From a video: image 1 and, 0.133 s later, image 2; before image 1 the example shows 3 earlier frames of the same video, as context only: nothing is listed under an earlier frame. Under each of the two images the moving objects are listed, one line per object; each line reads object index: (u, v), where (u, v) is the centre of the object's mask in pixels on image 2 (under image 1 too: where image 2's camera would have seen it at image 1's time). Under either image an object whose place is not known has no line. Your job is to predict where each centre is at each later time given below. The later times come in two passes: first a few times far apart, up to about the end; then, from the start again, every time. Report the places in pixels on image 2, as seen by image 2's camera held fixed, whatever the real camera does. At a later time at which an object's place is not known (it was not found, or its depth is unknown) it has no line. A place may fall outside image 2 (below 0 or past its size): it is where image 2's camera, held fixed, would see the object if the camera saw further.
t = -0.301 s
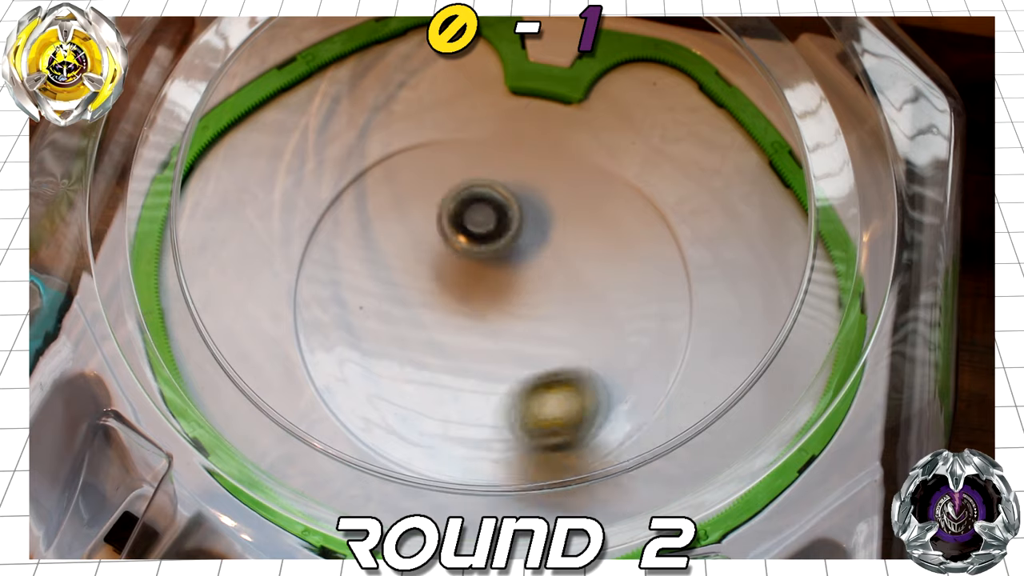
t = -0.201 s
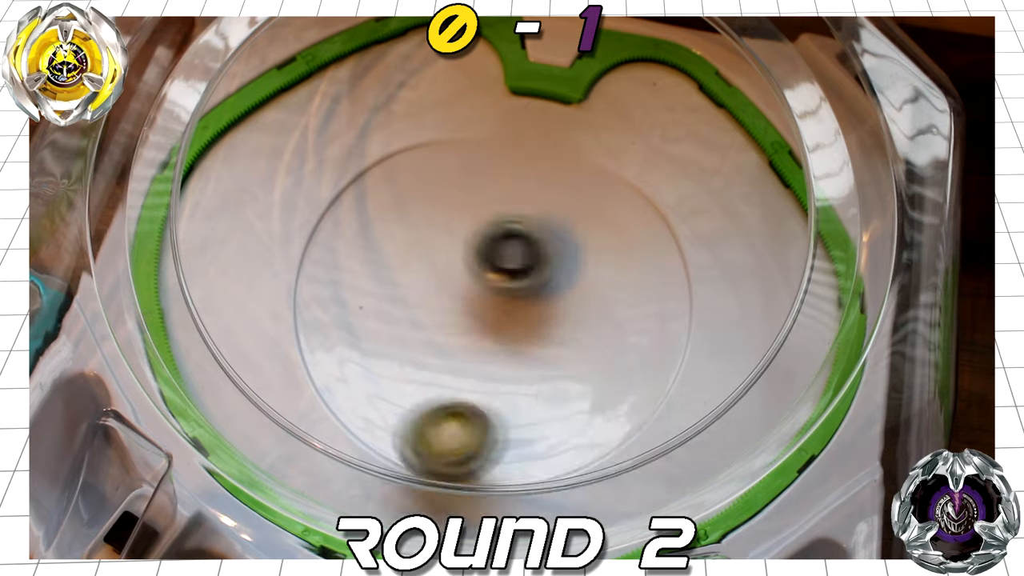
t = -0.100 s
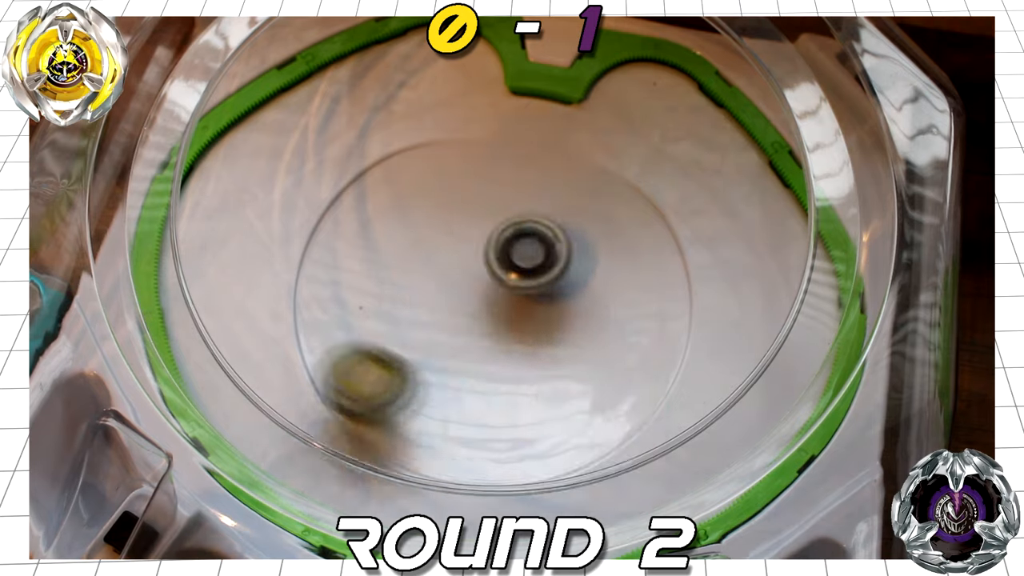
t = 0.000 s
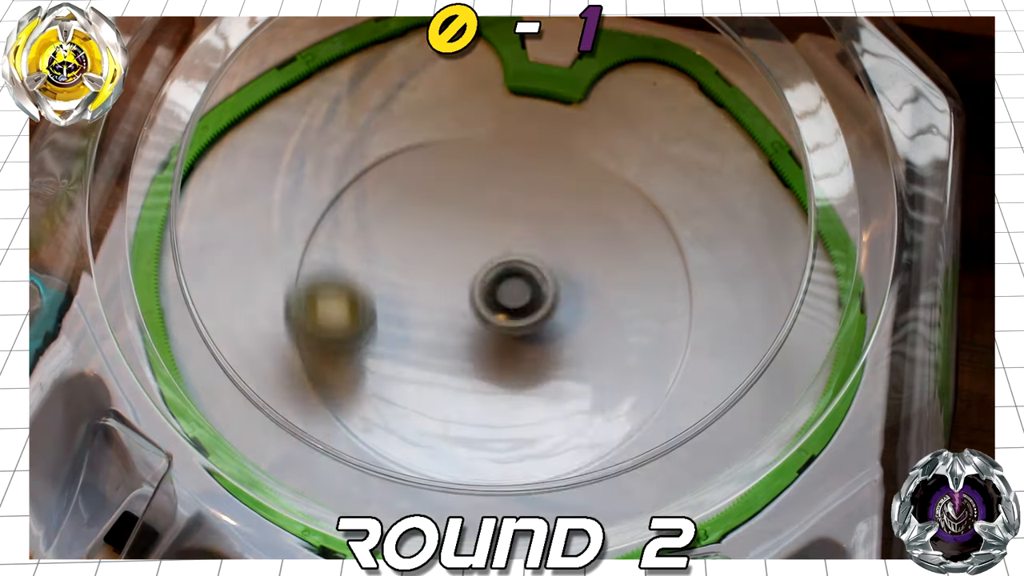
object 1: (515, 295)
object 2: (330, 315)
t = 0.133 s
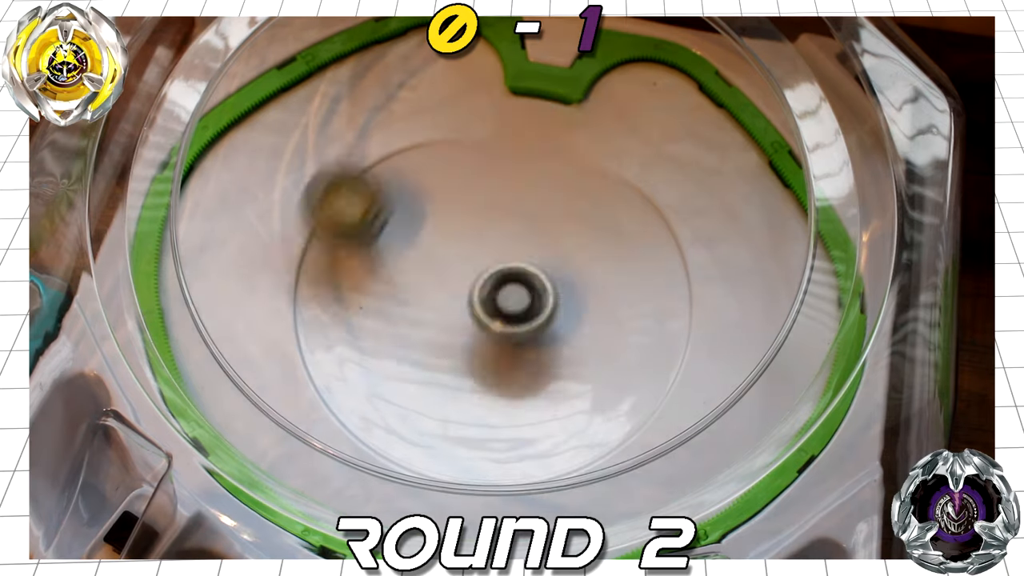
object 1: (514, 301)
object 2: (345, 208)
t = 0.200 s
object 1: (493, 318)
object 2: (385, 166)
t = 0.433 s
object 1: (447, 289)
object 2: (606, 154)
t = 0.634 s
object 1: (490, 261)
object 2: (611, 333)
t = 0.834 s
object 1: (506, 269)
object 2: (462, 426)
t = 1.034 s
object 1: (527, 283)
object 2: (357, 298)
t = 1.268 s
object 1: (478, 300)
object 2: (482, 181)
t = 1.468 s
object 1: (489, 264)
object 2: (606, 261)
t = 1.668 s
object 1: (510, 280)
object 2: (542, 385)
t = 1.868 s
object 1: (509, 304)
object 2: (371, 346)
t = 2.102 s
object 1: (484, 275)
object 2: (428, 196)
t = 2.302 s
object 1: (493, 266)
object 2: (593, 233)
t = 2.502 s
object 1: (503, 266)
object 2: (551, 362)
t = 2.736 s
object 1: (514, 279)
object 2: (382, 327)
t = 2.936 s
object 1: (502, 270)
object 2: (445, 188)
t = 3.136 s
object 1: (486, 285)
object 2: (578, 239)
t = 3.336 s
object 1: (489, 283)
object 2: (538, 365)
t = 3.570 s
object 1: (492, 283)
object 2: (393, 298)
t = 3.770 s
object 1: (503, 290)
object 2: (477, 203)
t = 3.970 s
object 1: (481, 314)
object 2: (590, 266)
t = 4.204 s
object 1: (418, 258)
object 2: (524, 368)
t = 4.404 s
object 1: (544, 242)
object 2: (423, 262)
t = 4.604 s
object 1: (516, 315)
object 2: (508, 230)
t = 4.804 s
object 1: (432, 302)
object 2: (557, 331)
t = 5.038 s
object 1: (533, 248)
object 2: (419, 306)
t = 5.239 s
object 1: (512, 313)
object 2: (477, 210)
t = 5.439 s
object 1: (447, 295)
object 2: (568, 293)
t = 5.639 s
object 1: (509, 254)
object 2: (457, 349)
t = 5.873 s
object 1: (495, 310)
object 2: (460, 222)
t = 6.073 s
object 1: (457, 276)
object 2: (559, 274)
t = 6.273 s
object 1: (512, 267)
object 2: (469, 348)
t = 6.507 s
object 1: (509, 316)
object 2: (440, 226)
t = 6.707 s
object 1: (454, 294)
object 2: (571, 246)
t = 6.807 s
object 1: (471, 277)
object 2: (560, 317)
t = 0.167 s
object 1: (519, 312)
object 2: (363, 185)
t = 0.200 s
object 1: (493, 318)
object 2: (385, 166)
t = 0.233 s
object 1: (490, 311)
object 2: (417, 154)
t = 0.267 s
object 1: (497, 317)
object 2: (446, 144)
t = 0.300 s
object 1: (485, 320)
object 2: (476, 134)
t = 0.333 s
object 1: (479, 302)
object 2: (505, 132)
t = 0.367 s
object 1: (489, 293)
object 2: (537, 134)
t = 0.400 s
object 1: (479, 295)
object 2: (575, 142)
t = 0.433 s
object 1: (447, 289)
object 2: (606, 154)
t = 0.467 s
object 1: (469, 276)
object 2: (615, 172)
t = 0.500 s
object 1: (485, 285)
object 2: (619, 200)
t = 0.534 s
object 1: (481, 288)
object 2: (622, 237)
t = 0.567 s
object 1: (463, 274)
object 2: (619, 273)
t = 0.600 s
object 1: (485, 257)
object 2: (617, 302)
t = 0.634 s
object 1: (490, 261)
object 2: (611, 333)
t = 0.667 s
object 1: (480, 270)
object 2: (600, 360)
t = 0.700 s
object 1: (474, 260)
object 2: (585, 382)
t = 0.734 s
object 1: (504, 255)
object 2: (565, 398)
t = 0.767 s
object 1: (512, 272)
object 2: (534, 415)
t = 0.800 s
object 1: (499, 281)
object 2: (498, 426)
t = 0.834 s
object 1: (506, 269)
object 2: (462, 426)
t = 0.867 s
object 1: (523, 261)
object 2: (431, 419)
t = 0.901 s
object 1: (529, 273)
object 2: (404, 406)
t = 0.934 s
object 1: (517, 292)
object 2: (380, 384)
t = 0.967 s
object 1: (493, 287)
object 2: (364, 356)
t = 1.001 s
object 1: (513, 274)
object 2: (358, 329)
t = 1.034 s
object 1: (527, 283)
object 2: (357, 298)
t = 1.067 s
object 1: (529, 303)
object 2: (361, 269)
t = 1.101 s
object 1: (504, 306)
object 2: (372, 247)
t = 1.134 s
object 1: (493, 287)
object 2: (388, 227)
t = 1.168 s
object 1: (510, 280)
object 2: (408, 208)
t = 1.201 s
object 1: (519, 295)
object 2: (434, 193)
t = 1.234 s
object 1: (501, 309)
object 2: (459, 184)
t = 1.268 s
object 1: (478, 300)
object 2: (482, 181)
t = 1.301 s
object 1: (484, 279)
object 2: (510, 185)
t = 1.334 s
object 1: (505, 277)
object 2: (535, 193)
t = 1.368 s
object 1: (513, 293)
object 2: (565, 207)
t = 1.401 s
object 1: (491, 297)
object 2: (582, 220)
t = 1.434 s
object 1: (474, 277)
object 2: (598, 240)
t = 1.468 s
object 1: (489, 264)
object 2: (606, 261)
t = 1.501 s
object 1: (505, 281)
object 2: (612, 284)
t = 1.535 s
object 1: (498, 298)
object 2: (613, 310)
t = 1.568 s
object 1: (473, 289)
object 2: (606, 331)
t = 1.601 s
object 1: (485, 265)
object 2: (591, 350)
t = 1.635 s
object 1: (510, 259)
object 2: (570, 370)
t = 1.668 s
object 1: (510, 280)
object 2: (542, 385)
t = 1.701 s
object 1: (495, 291)
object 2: (510, 394)
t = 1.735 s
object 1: (478, 280)
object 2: (477, 396)
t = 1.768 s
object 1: (495, 269)
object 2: (444, 392)
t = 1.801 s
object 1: (523, 278)
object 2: (412, 381)
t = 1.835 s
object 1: (519, 297)
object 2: (388, 366)
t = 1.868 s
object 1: (509, 304)
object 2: (371, 346)
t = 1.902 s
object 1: (489, 289)
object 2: (362, 321)
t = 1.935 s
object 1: (494, 269)
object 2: (359, 293)
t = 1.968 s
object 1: (505, 269)
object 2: (363, 264)
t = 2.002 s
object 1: (521, 291)
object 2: (372, 235)
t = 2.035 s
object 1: (503, 305)
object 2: (387, 210)
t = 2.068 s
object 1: (480, 297)
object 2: (401, 201)
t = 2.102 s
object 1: (484, 275)
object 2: (428, 196)
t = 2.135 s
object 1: (501, 269)
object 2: (459, 191)
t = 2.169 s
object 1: (521, 285)
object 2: (497, 193)
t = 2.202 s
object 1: (508, 302)
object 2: (531, 199)
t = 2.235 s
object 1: (481, 297)
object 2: (561, 208)
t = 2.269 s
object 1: (478, 279)
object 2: (579, 218)
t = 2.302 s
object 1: (493, 266)
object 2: (593, 233)
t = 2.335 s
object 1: (516, 277)
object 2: (602, 253)
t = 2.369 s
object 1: (511, 300)
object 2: (603, 276)
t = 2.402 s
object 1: (484, 300)
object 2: (598, 301)
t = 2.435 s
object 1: (462, 285)
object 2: (589, 323)
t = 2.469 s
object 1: (480, 264)
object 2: (573, 344)
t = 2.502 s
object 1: (503, 266)
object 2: (551, 362)
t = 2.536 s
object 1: (513, 284)
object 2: (522, 378)
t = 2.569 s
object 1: (500, 301)
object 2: (492, 385)
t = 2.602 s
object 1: (475, 300)
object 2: (462, 387)
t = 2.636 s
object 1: (464, 283)
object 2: (434, 381)
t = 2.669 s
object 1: (491, 268)
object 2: (410, 368)
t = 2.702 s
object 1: (503, 266)
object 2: (392, 349)
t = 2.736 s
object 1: (514, 279)
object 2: (382, 327)
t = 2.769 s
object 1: (518, 297)
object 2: (377, 301)
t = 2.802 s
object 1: (499, 303)
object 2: (379, 274)
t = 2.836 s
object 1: (485, 296)
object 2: (388, 248)
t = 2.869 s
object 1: (483, 285)
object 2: (402, 223)
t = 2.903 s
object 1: (488, 273)
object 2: (421, 202)
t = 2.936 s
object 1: (502, 270)
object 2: (445, 188)
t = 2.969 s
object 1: (514, 275)
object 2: (467, 182)
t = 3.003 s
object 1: (519, 286)
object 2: (492, 181)
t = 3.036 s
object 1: (515, 294)
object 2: (517, 188)
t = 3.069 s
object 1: (505, 296)
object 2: (541, 200)
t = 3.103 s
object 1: (498, 294)
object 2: (562, 217)
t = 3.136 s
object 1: (486, 285)
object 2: (578, 239)
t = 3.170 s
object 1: (490, 282)
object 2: (587, 265)
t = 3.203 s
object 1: (493, 282)
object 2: (591, 290)
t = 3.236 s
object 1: (493, 284)
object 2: (588, 314)
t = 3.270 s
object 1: (490, 284)
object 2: (579, 335)
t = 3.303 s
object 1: (488, 283)
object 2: (563, 352)
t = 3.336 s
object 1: (489, 283)
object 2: (538, 365)
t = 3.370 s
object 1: (489, 283)
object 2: (513, 373)
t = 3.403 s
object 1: (488, 283)
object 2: (485, 374)
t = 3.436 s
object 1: (490, 282)
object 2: (455, 371)
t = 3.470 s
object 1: (490, 283)
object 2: (429, 359)
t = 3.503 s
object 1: (490, 283)
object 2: (409, 342)
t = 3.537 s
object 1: (491, 283)
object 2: (398, 323)
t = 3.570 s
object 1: (492, 283)
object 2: (393, 298)
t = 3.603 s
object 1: (493, 284)
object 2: (394, 274)
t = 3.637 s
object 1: (504, 284)
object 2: (404, 251)
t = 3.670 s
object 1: (504, 286)
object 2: (416, 232)
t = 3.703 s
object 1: (504, 287)
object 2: (435, 217)
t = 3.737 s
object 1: (504, 288)
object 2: (456, 207)
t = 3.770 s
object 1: (503, 290)
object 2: (477, 203)
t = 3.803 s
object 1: (496, 290)
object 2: (501, 204)
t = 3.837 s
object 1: (506, 305)
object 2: (527, 208)
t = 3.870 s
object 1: (508, 310)
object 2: (547, 218)
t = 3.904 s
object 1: (507, 310)
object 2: (560, 233)
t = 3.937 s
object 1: (507, 310)
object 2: (570, 253)
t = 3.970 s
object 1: (481, 314)
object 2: (590, 266)
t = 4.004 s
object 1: (472, 314)
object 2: (592, 282)
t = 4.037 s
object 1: (465, 312)
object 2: (583, 301)
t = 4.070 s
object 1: (460, 307)
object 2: (566, 318)
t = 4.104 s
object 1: (445, 291)
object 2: (555, 344)
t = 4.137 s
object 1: (414, 266)
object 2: (555, 364)
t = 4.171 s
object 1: (410, 259)
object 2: (543, 369)
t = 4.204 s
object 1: (418, 258)
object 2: (524, 368)
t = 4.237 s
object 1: (439, 258)
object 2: (503, 360)
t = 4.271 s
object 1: (460, 252)
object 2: (478, 346)
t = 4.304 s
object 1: (491, 245)
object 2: (457, 324)
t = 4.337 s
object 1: (517, 239)
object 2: (439, 303)
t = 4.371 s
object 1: (529, 238)
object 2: (427, 281)
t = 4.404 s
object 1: (544, 242)
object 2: (423, 262)
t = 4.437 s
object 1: (553, 250)
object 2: (425, 248)
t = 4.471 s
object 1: (557, 262)
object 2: (432, 236)
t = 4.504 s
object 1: (555, 276)
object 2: (445, 227)
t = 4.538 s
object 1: (548, 289)
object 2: (464, 224)
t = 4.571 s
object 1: (532, 303)
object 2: (484, 224)
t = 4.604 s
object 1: (516, 315)
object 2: (508, 230)
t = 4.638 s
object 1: (502, 326)
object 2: (528, 241)
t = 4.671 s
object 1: (480, 331)
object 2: (546, 255)
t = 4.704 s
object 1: (455, 328)
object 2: (557, 271)
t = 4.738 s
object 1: (441, 324)
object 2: (564, 291)
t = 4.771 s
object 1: (434, 315)
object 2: (565, 310)
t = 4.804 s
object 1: (432, 302)
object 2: (557, 331)
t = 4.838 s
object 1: (436, 287)
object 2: (545, 344)
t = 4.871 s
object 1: (446, 272)
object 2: (525, 353)
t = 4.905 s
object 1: (461, 258)
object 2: (499, 355)
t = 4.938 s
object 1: (488, 249)
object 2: (472, 350)
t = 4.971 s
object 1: (504, 244)
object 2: (452, 341)
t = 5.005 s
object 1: (520, 244)
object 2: (432, 325)
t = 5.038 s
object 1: (533, 248)
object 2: (419, 306)
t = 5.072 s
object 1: (534, 254)
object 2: (415, 282)
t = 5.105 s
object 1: (538, 265)
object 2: (416, 262)
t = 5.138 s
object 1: (538, 278)
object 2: (424, 242)
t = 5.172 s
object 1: (546, 291)
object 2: (438, 226)
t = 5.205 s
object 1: (536, 305)
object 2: (456, 215)
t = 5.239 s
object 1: (512, 313)
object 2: (477, 210)
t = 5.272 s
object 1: (497, 321)
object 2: (499, 212)
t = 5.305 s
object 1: (490, 326)
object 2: (521, 221)
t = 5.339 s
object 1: (474, 324)
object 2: (542, 235)
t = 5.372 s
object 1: (455, 316)
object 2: (557, 252)
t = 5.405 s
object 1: (449, 307)
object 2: (566, 273)
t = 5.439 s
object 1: (447, 295)
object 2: (568, 293)
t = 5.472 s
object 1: (451, 282)
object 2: (562, 314)
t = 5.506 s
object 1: (458, 269)
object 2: (550, 332)
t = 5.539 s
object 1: (470, 258)
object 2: (530, 346)
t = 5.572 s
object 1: (485, 252)
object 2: (505, 353)
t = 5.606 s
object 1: (498, 251)
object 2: (480, 354)
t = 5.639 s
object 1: (509, 254)
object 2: (457, 349)
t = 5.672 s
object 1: (519, 260)
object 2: (438, 338)
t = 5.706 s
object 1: (524, 268)
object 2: (423, 320)
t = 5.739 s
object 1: (526, 278)
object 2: (418, 297)
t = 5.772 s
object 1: (524, 288)
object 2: (419, 274)
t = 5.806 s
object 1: (518, 297)
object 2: (426, 253)
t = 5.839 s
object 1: (507, 305)
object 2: (441, 234)
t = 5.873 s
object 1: (495, 310)
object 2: (460, 222)
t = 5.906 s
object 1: (489, 314)
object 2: (478, 215)
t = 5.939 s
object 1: (479, 311)
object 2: (499, 216)
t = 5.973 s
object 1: (471, 305)
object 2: (519, 223)
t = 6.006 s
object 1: (464, 299)
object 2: (538, 237)
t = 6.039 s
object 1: (456, 289)
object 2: (551, 253)
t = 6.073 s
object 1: (457, 276)
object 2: (559, 274)
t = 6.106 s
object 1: (468, 267)
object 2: (559, 296)
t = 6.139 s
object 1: (476, 260)
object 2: (553, 316)
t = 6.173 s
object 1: (483, 256)
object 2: (538, 332)
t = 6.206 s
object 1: (495, 256)
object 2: (518, 344)
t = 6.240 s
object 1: (505, 260)
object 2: (495, 350)
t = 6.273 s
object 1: (512, 267)
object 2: (469, 348)
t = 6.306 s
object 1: (516, 276)
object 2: (449, 340)
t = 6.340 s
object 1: (517, 285)
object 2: (431, 326)
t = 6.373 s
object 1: (528, 295)
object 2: (420, 303)
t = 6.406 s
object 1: (527, 304)
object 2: (413, 283)
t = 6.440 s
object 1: (511, 310)
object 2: (413, 260)
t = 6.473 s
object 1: (517, 315)
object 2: (423, 240)
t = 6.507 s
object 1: (509, 316)
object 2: (440, 226)
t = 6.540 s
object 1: (489, 312)
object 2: (461, 217)
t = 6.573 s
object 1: (491, 307)
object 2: (484, 215)
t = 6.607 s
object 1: (483, 300)
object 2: (509, 218)
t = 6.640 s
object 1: (471, 300)
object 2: (544, 222)
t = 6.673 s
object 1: (466, 299)
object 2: (562, 232)
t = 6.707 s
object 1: (454, 294)
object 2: (571, 246)
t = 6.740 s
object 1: (457, 290)
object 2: (575, 266)
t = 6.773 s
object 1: (470, 284)
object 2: (570, 289)
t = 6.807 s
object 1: (471, 277)
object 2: (560, 317)
